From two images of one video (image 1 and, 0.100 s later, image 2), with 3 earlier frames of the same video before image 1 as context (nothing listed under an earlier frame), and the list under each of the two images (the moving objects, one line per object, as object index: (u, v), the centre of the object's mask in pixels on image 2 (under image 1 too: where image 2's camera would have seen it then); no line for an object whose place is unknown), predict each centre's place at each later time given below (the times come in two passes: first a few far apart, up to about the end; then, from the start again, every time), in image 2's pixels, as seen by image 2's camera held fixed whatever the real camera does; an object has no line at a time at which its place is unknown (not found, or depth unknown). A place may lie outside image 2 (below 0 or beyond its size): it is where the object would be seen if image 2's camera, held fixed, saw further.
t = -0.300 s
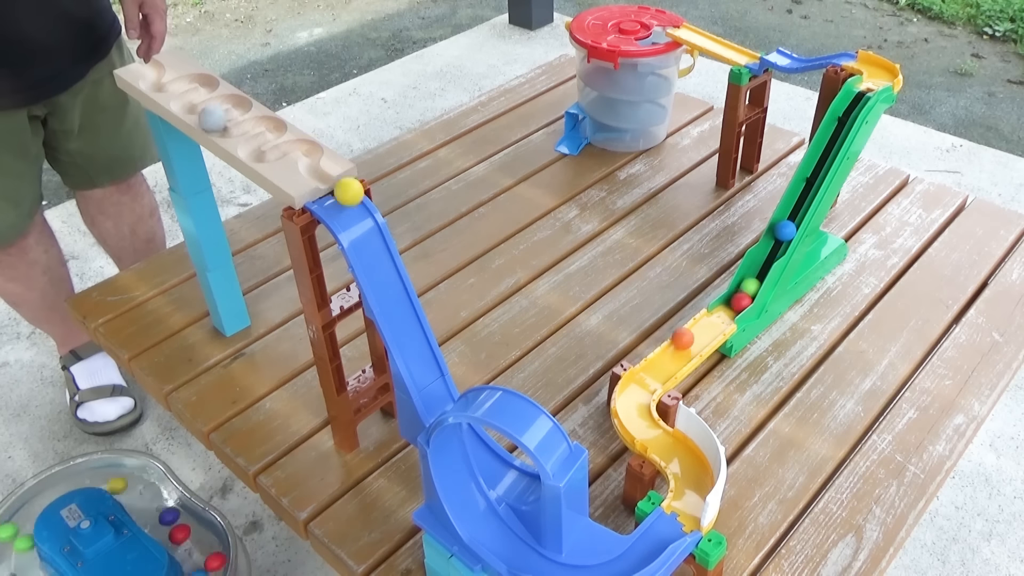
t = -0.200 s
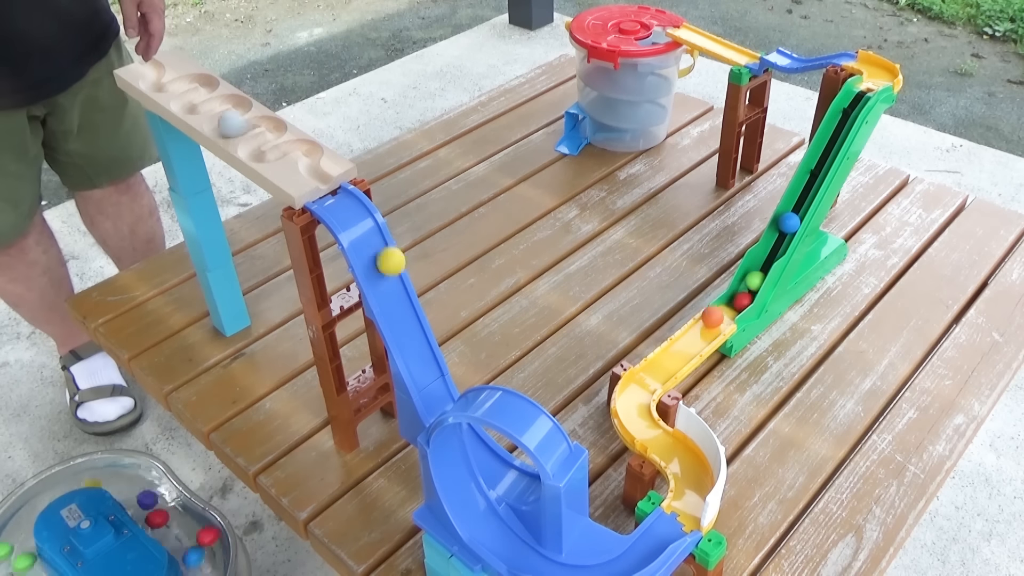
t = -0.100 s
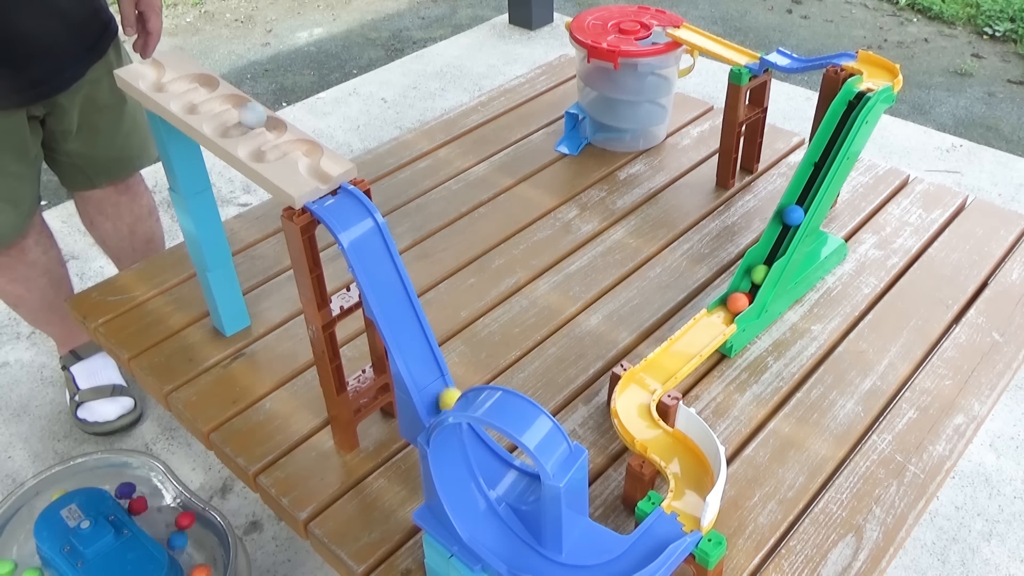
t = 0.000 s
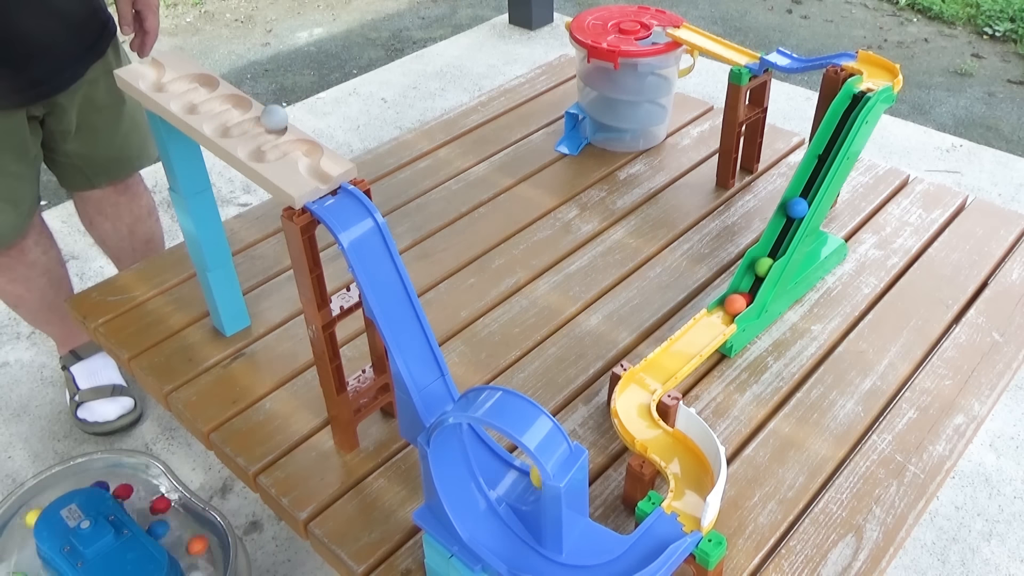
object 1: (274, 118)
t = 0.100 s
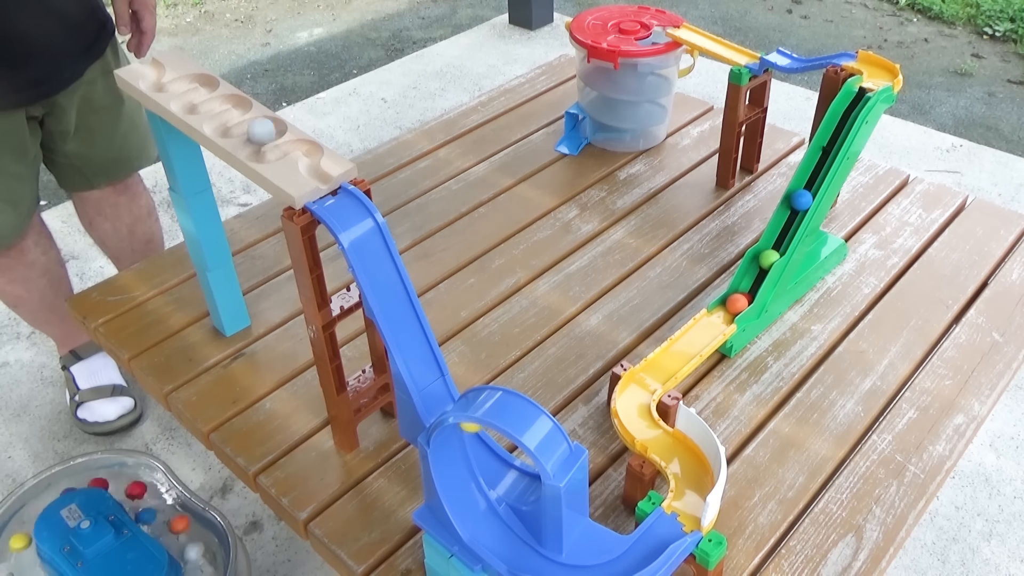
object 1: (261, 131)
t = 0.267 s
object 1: (260, 149)
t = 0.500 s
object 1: (312, 144)
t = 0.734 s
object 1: (342, 189)
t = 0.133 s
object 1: (254, 134)
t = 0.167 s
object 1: (250, 138)
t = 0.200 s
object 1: (248, 142)
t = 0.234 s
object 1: (252, 147)
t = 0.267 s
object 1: (260, 149)
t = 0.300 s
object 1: (269, 148)
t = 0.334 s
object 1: (277, 145)
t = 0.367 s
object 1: (284, 141)
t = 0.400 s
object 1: (292, 139)
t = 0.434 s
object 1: (299, 137)
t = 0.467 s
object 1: (308, 139)
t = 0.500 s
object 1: (312, 144)
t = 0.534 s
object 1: (311, 150)
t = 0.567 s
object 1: (309, 156)
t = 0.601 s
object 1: (310, 161)
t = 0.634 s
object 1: (314, 166)
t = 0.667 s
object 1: (322, 172)
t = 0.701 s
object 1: (331, 179)
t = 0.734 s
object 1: (342, 189)
